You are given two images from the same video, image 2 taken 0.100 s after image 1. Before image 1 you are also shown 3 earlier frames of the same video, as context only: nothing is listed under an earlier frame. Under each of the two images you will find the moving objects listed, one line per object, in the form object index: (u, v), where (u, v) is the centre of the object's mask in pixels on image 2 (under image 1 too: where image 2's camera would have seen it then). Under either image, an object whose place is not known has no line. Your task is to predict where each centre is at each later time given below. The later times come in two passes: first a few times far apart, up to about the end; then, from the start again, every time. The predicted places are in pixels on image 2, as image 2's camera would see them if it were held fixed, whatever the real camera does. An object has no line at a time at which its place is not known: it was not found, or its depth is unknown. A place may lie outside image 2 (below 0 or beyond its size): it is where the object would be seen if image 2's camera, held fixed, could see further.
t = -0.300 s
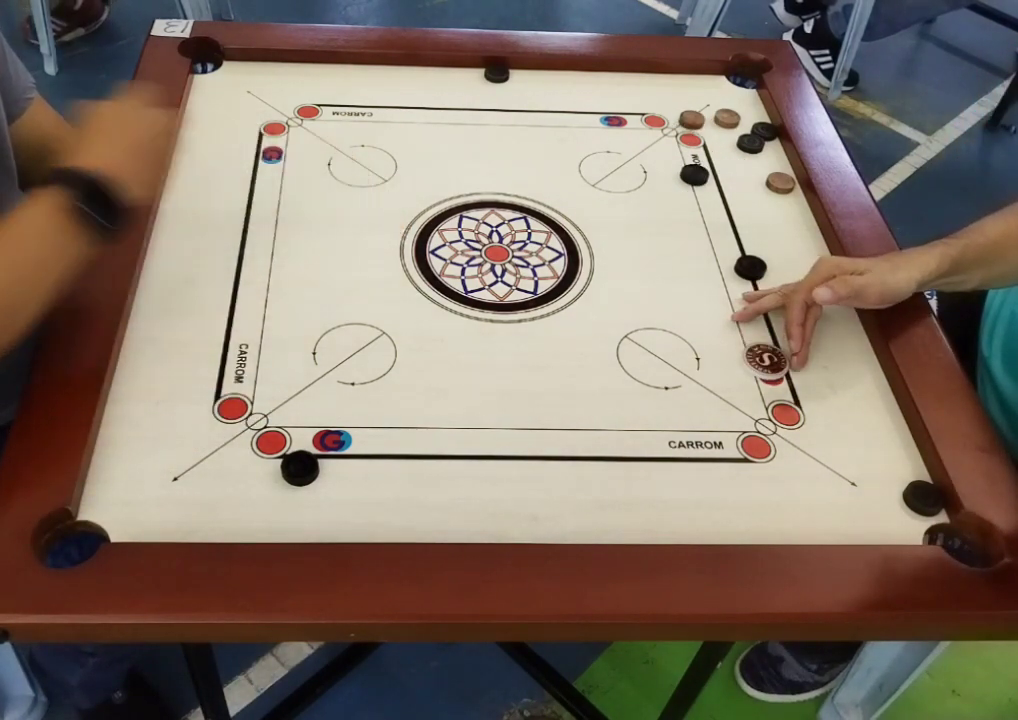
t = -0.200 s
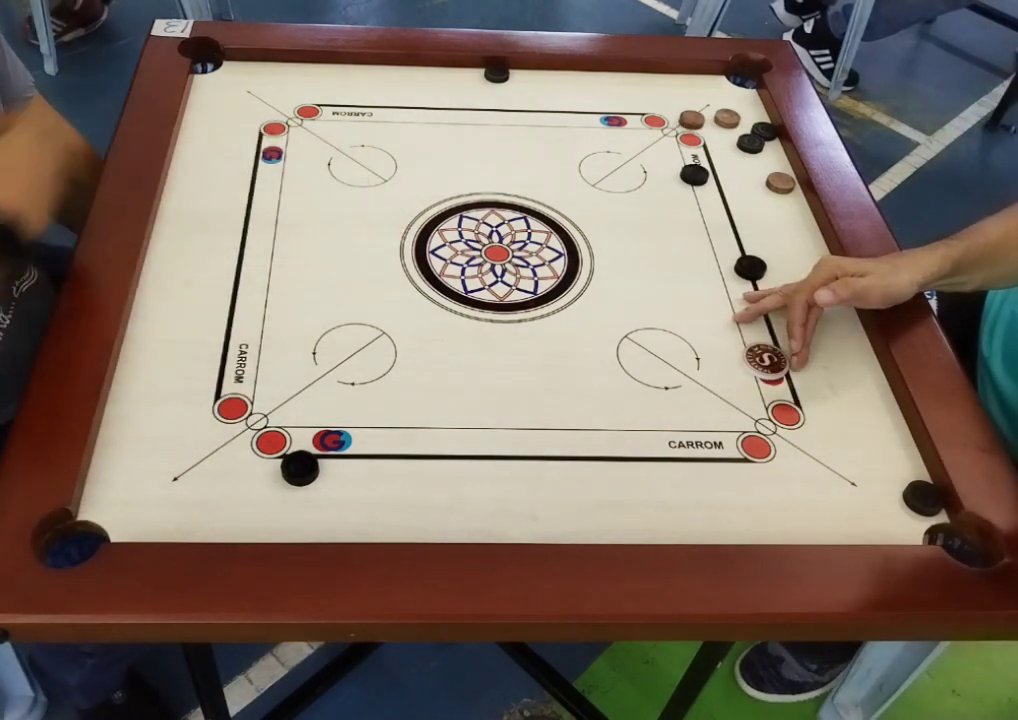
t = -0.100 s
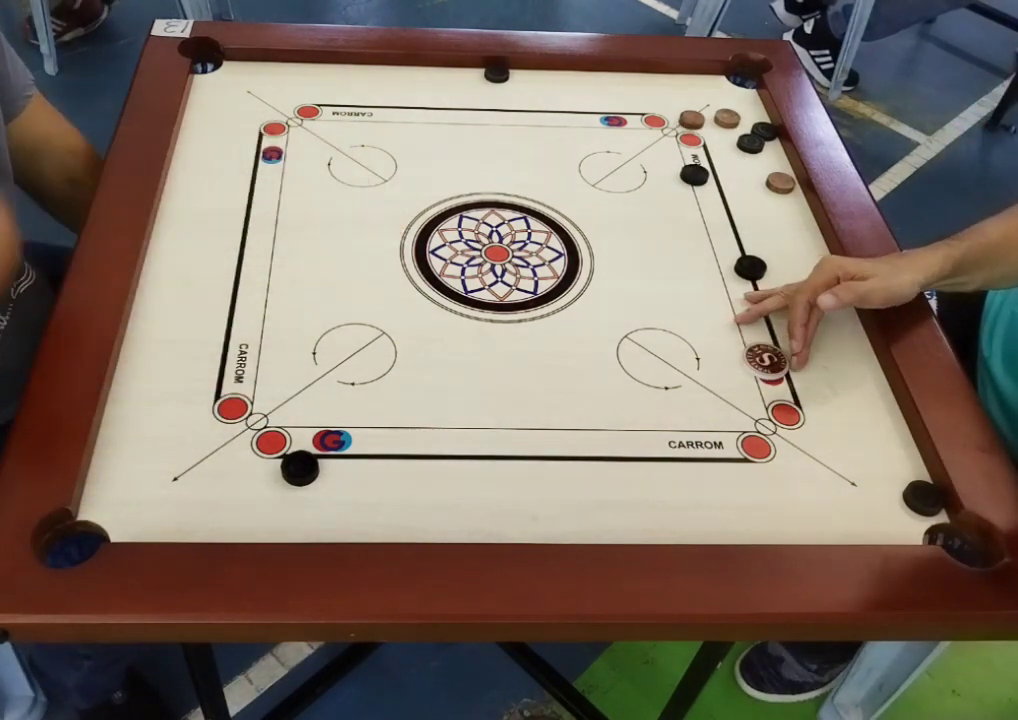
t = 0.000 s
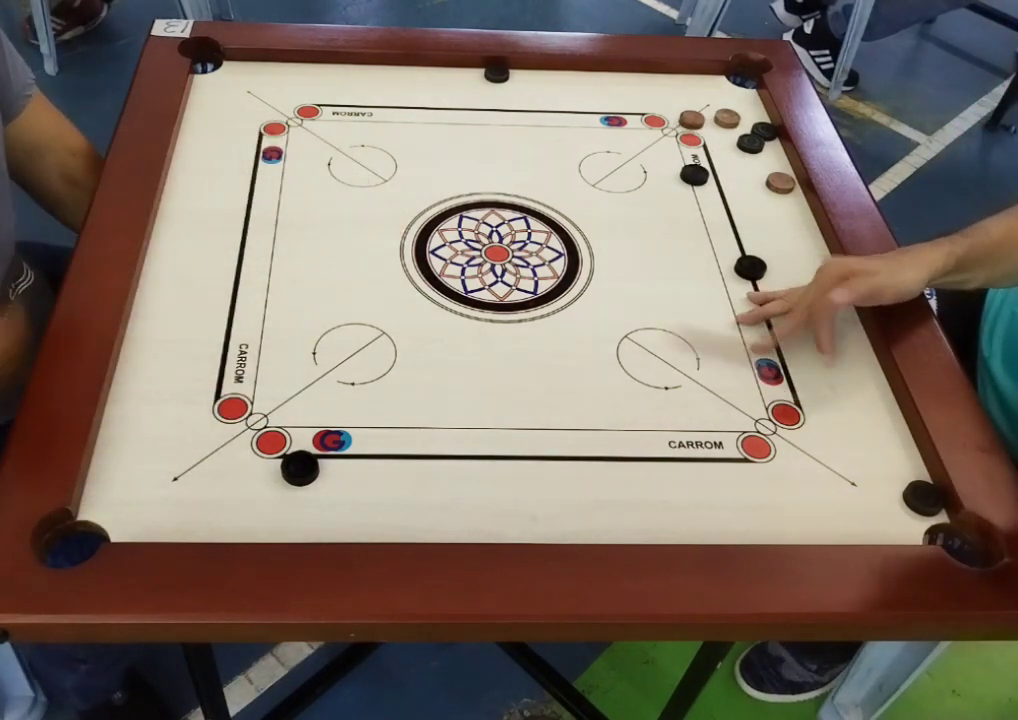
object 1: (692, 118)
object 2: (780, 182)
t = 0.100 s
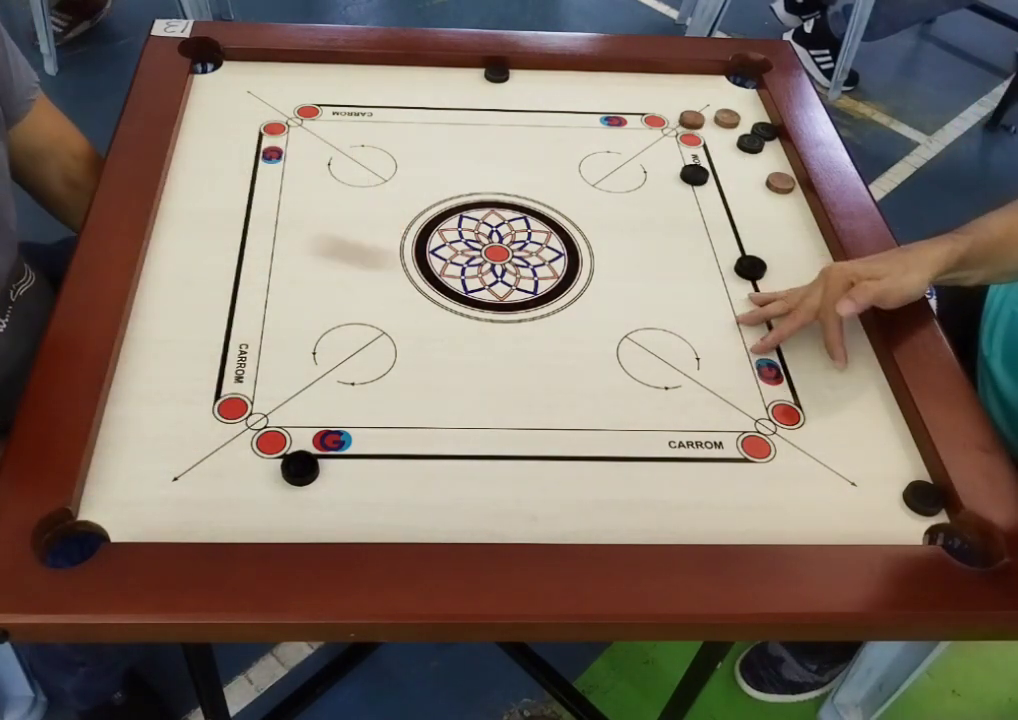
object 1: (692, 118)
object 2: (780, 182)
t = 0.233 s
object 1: (692, 118)
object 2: (780, 182)
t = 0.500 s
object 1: (713, 122)
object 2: (780, 182)
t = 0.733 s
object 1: (628, 82)
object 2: (791, 193)
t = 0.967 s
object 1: (542, 86)
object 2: (800, 214)
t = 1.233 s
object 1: (470, 99)
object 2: (804, 226)
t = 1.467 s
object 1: (426, 105)
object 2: (805, 227)
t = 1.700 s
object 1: (402, 108)
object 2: (805, 227)
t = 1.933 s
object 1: (399, 109)
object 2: (805, 227)
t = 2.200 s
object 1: (399, 109)
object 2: (805, 227)
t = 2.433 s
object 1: (399, 109)
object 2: (805, 227)
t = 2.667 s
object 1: (398, 109)
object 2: (805, 227)
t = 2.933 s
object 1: (399, 109)
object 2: (805, 227)
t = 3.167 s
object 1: (399, 109)
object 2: (805, 227)
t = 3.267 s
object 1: (399, 109)
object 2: (805, 227)
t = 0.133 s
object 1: (692, 118)
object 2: (780, 182)
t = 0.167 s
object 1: (692, 118)
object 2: (780, 182)
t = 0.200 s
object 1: (693, 118)
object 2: (780, 182)
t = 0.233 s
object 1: (692, 118)
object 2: (780, 182)
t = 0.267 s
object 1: (693, 118)
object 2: (780, 182)
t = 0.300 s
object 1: (692, 118)
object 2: (780, 182)
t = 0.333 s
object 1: (692, 118)
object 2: (780, 182)
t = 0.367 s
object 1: (693, 118)
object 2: (780, 182)
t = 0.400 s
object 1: (693, 118)
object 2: (780, 182)
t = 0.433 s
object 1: (693, 118)
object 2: (780, 182)
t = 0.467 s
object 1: (694, 120)
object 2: (780, 182)
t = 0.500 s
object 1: (713, 122)
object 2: (780, 182)
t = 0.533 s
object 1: (738, 107)
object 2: (780, 182)
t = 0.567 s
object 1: (718, 102)
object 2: (780, 182)
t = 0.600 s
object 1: (697, 99)
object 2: (780, 182)
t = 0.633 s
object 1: (679, 95)
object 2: (780, 182)
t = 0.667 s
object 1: (661, 91)
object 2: (784, 186)
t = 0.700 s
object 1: (644, 86)
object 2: (788, 189)
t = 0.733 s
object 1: (628, 82)
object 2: (791, 193)
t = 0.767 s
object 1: (613, 79)
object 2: (791, 196)
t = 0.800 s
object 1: (597, 76)
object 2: (790, 198)
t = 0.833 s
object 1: (586, 77)
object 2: (790, 200)
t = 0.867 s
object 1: (575, 80)
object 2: (792, 203)
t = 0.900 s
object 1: (564, 82)
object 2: (795, 207)
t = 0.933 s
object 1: (552, 83)
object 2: (798, 211)
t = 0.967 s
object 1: (542, 86)
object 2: (800, 214)
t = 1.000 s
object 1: (533, 88)
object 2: (802, 216)
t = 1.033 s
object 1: (523, 89)
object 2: (802, 219)
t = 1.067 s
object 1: (513, 91)
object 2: (802, 221)
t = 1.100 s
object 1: (504, 93)
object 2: (802, 223)
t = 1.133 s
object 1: (494, 94)
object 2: (802, 224)
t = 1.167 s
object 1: (486, 96)
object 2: (803, 225)
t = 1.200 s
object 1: (477, 98)
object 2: (804, 226)
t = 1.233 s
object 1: (470, 99)
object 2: (804, 226)
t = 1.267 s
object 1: (462, 100)
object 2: (804, 227)
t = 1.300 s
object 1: (455, 101)
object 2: (805, 227)
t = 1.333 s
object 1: (449, 102)
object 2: (805, 227)
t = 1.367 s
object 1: (442, 103)
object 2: (805, 227)
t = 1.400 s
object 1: (436, 104)
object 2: (805, 227)
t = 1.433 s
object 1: (431, 104)
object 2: (805, 227)
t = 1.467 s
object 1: (426, 105)
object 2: (805, 227)
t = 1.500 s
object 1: (420, 106)
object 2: (805, 227)
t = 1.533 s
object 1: (416, 106)
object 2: (805, 227)
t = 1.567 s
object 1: (412, 107)
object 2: (805, 227)
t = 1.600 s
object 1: (409, 107)
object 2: (805, 227)
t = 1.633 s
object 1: (406, 108)
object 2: (805, 227)
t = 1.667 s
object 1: (403, 108)
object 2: (805, 227)
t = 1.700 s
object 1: (402, 108)
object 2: (805, 227)
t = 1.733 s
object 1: (400, 109)
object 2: (805, 227)
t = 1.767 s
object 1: (399, 109)
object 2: (805, 227)
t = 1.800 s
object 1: (399, 109)
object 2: (805, 227)
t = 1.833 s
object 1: (399, 109)
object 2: (805, 227)
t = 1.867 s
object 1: (399, 109)
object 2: (805, 227)
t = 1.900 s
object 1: (399, 109)
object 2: (805, 227)
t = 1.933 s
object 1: (399, 109)
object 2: (805, 227)
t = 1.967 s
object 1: (399, 109)
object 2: (805, 227)
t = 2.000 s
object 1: (399, 109)
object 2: (805, 227)
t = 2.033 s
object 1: (399, 109)
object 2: (805, 227)
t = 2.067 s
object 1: (399, 109)
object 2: (805, 227)
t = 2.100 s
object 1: (399, 109)
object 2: (805, 227)
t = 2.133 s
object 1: (399, 109)
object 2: (805, 227)
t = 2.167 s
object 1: (398, 109)
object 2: (805, 227)
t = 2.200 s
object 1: (399, 109)
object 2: (805, 227)
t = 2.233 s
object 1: (399, 109)
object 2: (805, 227)
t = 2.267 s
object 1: (399, 109)
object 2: (805, 227)
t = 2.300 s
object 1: (398, 109)
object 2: (805, 227)
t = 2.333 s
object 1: (399, 109)
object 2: (805, 227)
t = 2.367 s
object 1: (399, 109)
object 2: (805, 227)
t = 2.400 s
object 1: (399, 109)
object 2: (805, 227)
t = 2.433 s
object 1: (399, 109)
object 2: (805, 227)
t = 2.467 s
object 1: (399, 109)
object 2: (805, 227)
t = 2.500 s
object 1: (399, 109)
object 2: (805, 227)
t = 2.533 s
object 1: (399, 109)
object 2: (805, 227)
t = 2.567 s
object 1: (398, 109)
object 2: (805, 227)
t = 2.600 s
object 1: (398, 109)
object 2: (805, 227)
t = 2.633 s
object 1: (399, 109)
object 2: (805, 227)
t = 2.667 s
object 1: (398, 109)
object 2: (805, 227)
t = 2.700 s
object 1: (399, 109)
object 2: (805, 227)
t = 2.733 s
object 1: (399, 109)
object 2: (805, 227)
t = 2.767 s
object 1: (399, 109)
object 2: (805, 227)
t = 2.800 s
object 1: (399, 109)
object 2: (805, 227)
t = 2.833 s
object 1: (399, 109)
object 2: (805, 227)
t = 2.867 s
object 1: (399, 109)
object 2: (805, 227)
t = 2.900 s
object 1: (399, 109)
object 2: (805, 227)
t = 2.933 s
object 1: (399, 109)
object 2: (805, 227)
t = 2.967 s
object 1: (399, 109)
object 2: (805, 227)
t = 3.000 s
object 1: (399, 109)
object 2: (805, 227)
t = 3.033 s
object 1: (399, 109)
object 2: (805, 227)
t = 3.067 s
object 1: (399, 109)
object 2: (805, 227)
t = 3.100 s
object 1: (399, 109)
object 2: (805, 227)
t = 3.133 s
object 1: (399, 109)
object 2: (805, 227)
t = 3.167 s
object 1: (399, 109)
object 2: (805, 227)
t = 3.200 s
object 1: (399, 109)
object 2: (805, 227)
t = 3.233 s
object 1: (399, 109)
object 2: (805, 227)
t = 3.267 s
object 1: (399, 109)
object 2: (805, 227)
